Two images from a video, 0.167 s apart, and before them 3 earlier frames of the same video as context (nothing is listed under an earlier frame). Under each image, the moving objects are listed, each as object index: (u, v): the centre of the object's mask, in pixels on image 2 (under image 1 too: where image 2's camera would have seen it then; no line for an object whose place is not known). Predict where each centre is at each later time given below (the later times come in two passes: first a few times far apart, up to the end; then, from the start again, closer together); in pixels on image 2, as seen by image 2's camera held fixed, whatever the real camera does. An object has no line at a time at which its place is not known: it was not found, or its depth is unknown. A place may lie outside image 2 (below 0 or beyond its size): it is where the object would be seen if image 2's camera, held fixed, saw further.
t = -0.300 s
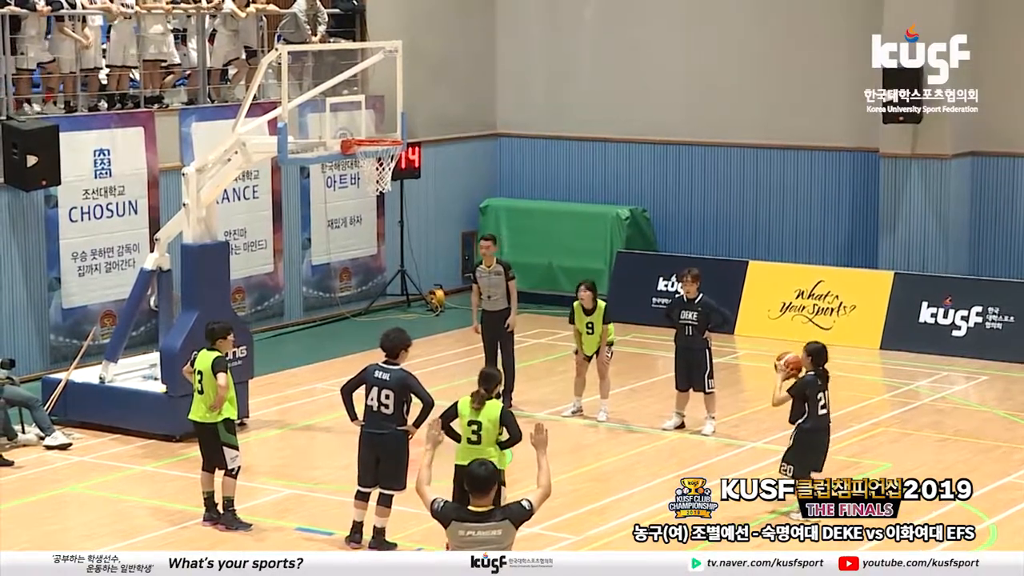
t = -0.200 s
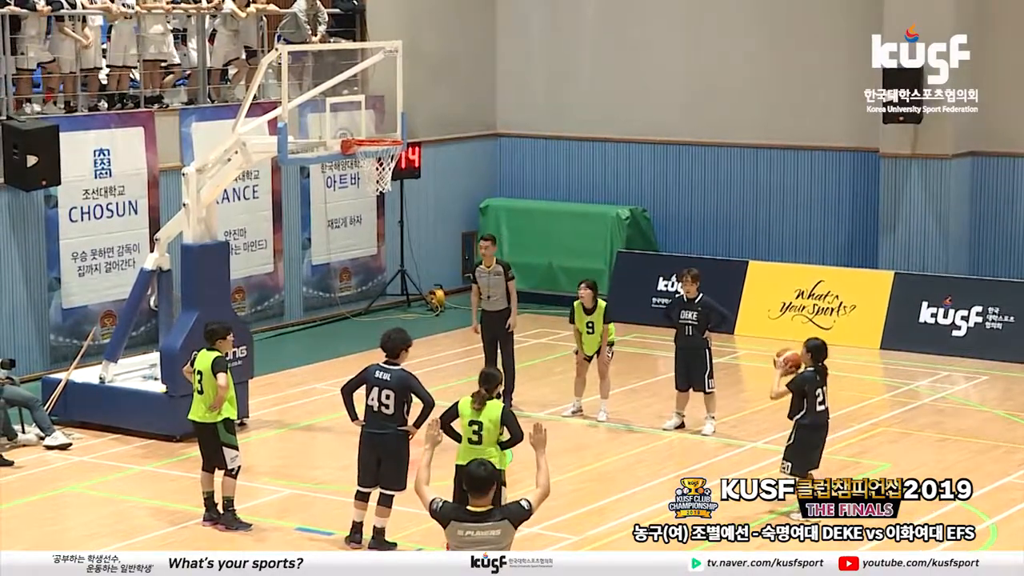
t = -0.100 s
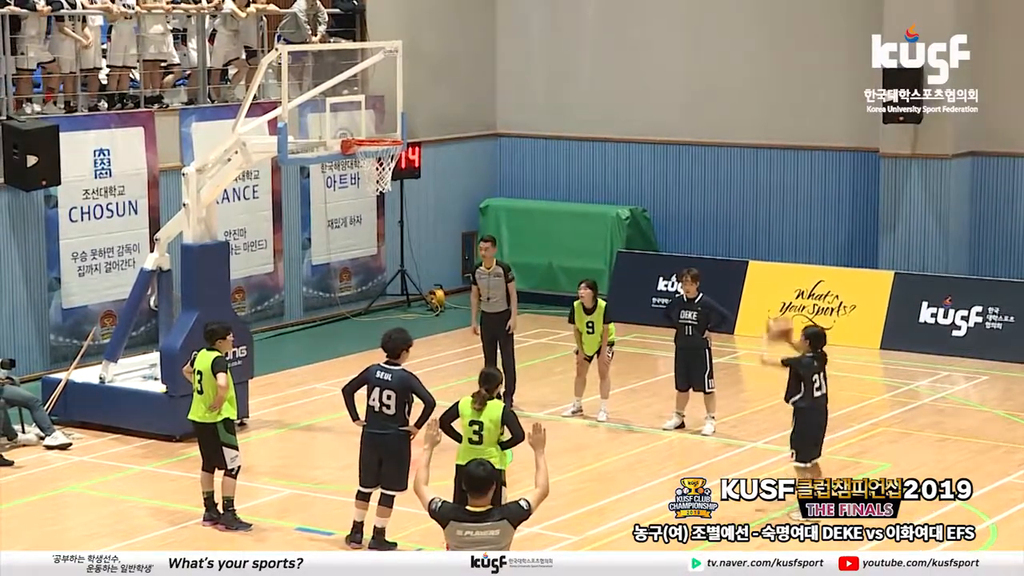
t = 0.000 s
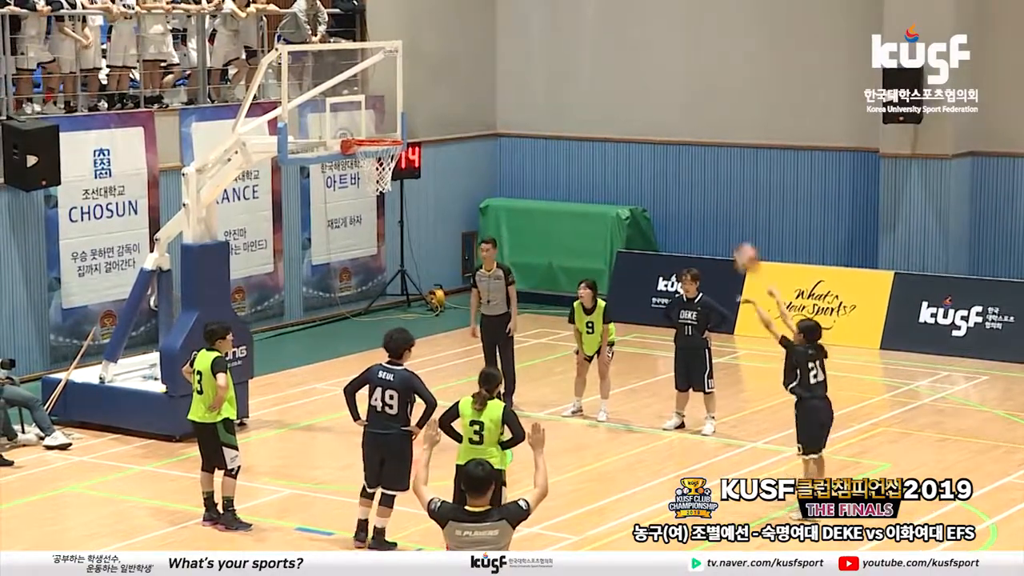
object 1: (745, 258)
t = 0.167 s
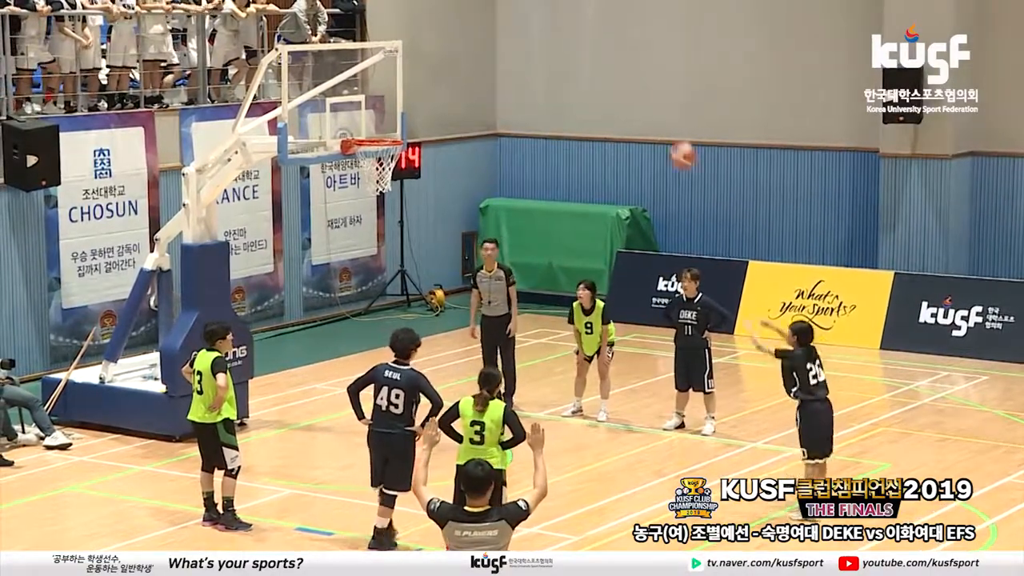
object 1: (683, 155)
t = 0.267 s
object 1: (645, 109)
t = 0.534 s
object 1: (549, 43)
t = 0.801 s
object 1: (458, 53)
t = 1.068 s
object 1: (371, 134)
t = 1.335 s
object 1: (394, 234)
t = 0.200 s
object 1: (671, 139)
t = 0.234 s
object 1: (659, 124)
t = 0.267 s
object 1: (645, 109)
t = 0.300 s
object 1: (634, 97)
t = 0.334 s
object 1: (621, 85)
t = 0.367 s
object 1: (609, 75)
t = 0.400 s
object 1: (597, 66)
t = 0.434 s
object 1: (585, 58)
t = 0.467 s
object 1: (573, 51)
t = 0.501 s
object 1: (561, 46)
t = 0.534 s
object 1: (549, 43)
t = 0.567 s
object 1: (538, 38)
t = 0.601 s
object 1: (526, 37)
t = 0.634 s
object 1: (514, 37)
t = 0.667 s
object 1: (503, 38)
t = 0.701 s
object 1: (490, 39)
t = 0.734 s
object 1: (479, 43)
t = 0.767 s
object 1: (467, 47)
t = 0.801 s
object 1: (458, 53)
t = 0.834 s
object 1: (446, 58)
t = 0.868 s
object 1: (435, 66)
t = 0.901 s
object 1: (424, 75)
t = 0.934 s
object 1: (414, 85)
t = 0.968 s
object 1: (405, 97)
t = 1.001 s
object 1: (391, 107)
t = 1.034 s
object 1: (382, 121)
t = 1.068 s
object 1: (371, 134)
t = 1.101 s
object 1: (368, 155)
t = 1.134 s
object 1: (370, 163)
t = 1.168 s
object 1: (373, 173)
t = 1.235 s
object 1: (382, 194)
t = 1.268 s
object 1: (386, 207)
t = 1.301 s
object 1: (392, 220)
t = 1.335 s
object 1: (394, 234)
